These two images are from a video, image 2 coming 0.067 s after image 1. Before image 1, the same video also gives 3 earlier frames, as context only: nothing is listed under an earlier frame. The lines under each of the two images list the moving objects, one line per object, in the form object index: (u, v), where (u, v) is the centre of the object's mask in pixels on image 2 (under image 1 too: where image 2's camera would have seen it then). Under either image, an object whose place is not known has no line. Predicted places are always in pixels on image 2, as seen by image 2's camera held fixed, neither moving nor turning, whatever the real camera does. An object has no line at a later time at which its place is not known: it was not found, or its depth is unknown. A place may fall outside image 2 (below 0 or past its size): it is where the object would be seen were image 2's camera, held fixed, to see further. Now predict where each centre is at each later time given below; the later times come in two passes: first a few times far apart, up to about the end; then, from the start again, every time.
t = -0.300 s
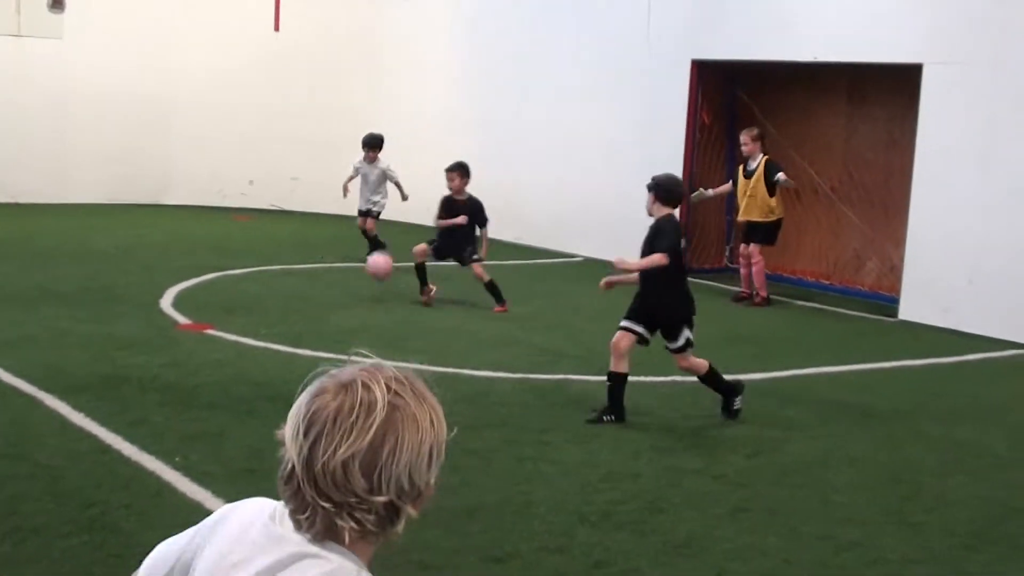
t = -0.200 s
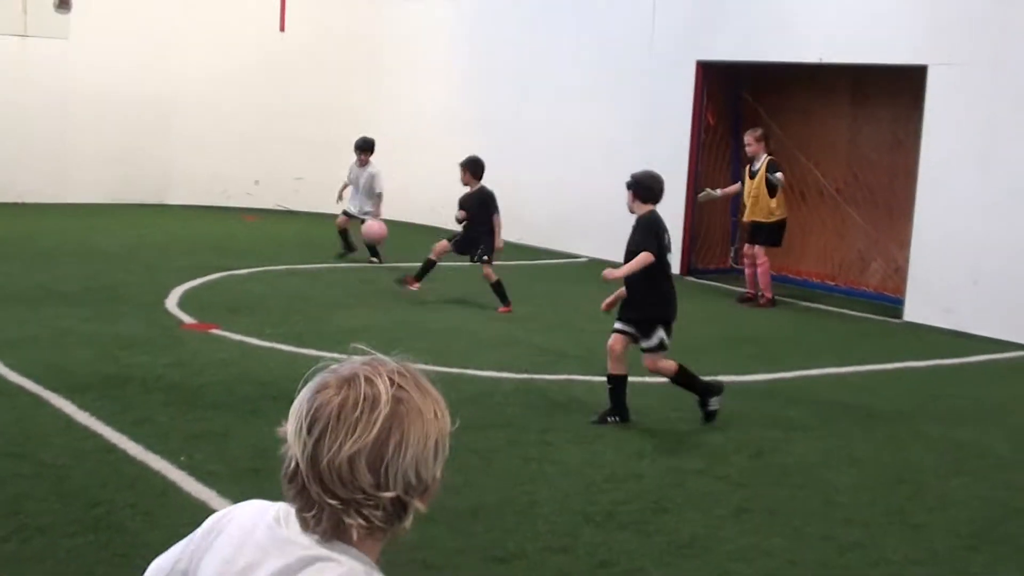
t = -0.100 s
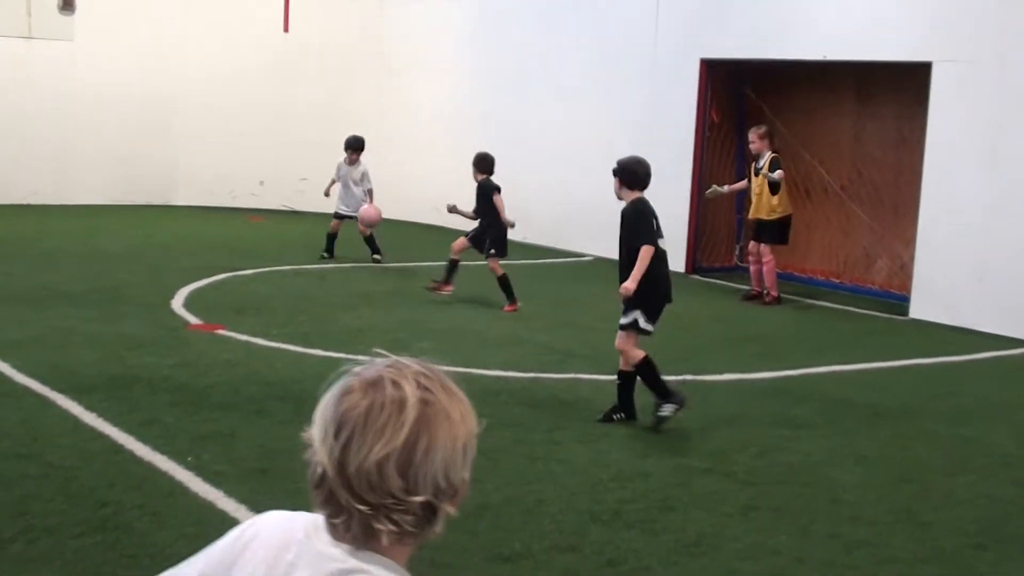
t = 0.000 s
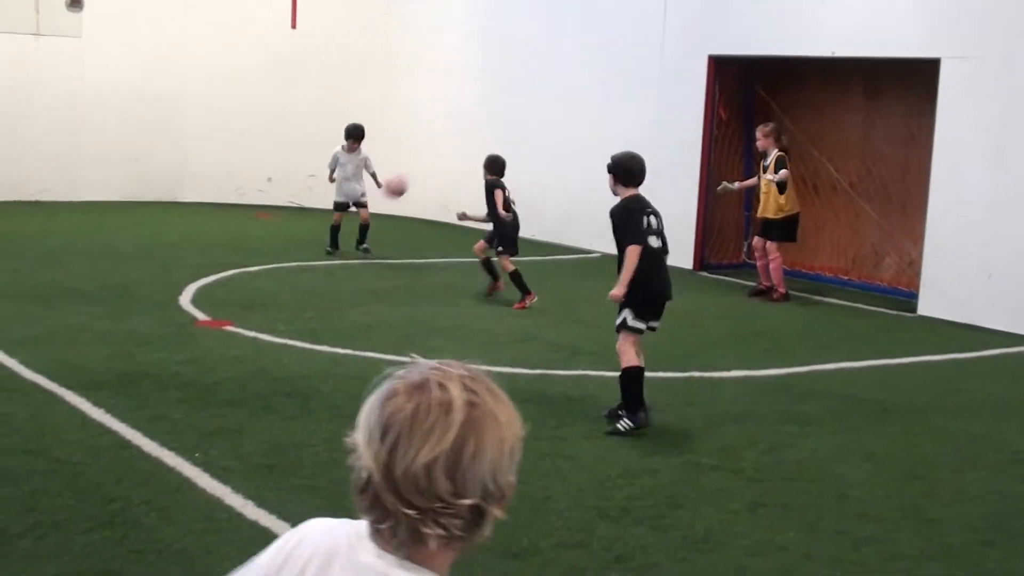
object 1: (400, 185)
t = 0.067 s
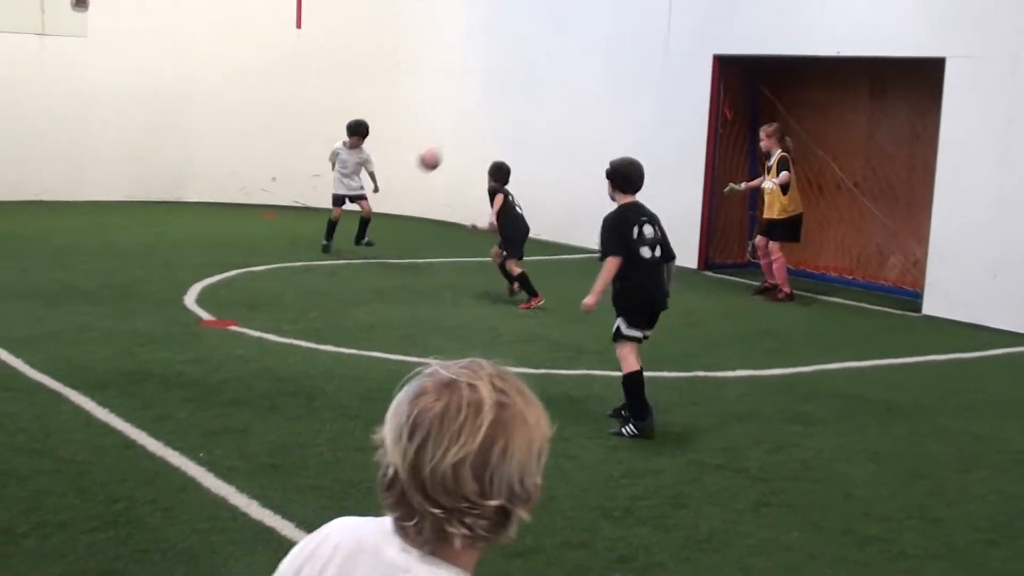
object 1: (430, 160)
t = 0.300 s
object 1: (527, 109)
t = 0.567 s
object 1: (627, 128)
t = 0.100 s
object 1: (445, 148)
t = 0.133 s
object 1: (458, 138)
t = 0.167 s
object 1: (472, 131)
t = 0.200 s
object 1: (486, 123)
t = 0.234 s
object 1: (500, 117)
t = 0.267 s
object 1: (514, 112)
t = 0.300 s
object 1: (527, 109)
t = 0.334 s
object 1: (540, 107)
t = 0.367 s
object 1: (552, 106)
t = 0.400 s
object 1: (565, 107)
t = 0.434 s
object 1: (578, 109)
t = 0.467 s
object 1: (591, 112)
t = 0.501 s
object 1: (603, 116)
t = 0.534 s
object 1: (615, 121)
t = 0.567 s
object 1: (627, 128)
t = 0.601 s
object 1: (638, 135)
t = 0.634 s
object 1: (648, 144)
